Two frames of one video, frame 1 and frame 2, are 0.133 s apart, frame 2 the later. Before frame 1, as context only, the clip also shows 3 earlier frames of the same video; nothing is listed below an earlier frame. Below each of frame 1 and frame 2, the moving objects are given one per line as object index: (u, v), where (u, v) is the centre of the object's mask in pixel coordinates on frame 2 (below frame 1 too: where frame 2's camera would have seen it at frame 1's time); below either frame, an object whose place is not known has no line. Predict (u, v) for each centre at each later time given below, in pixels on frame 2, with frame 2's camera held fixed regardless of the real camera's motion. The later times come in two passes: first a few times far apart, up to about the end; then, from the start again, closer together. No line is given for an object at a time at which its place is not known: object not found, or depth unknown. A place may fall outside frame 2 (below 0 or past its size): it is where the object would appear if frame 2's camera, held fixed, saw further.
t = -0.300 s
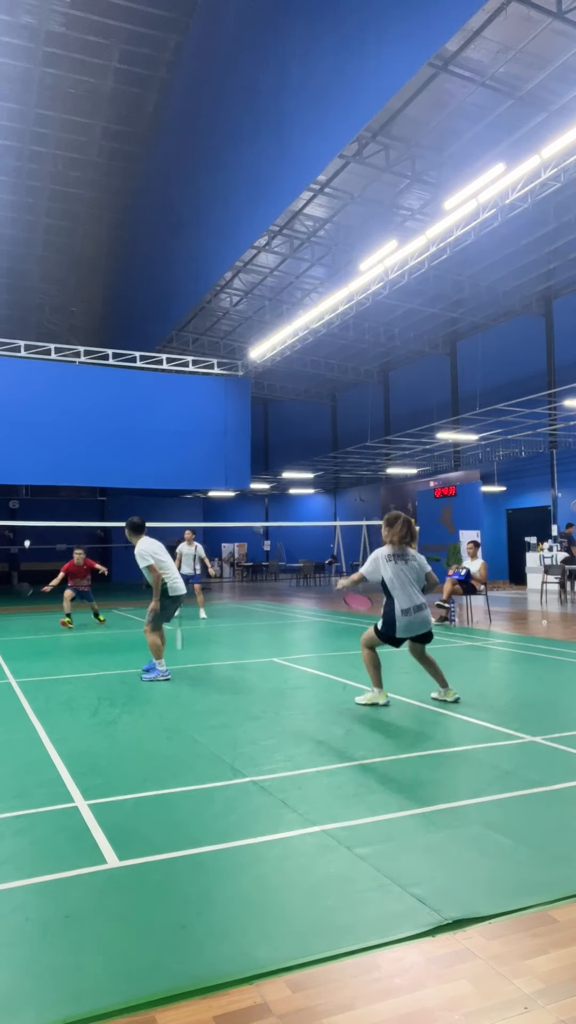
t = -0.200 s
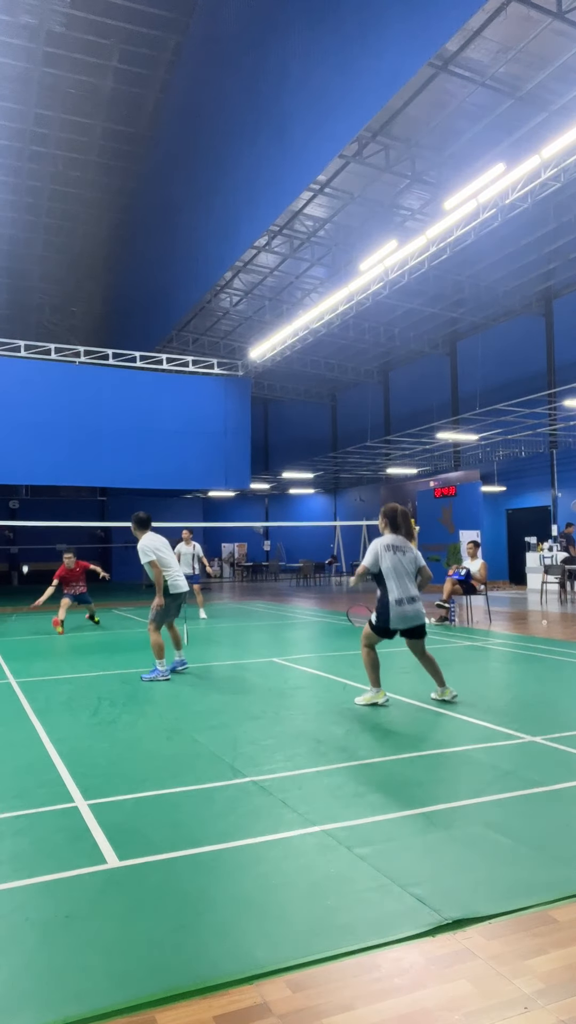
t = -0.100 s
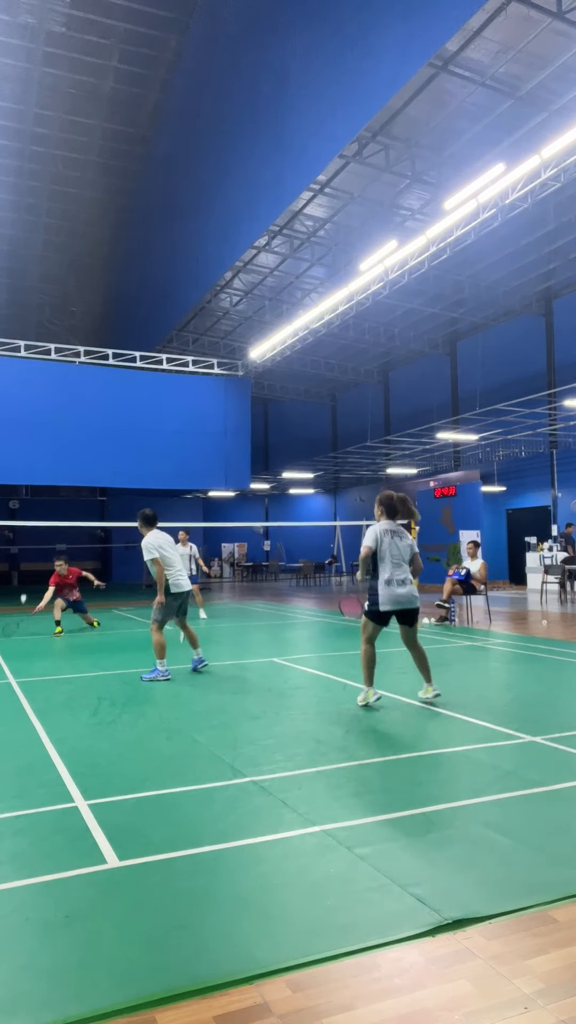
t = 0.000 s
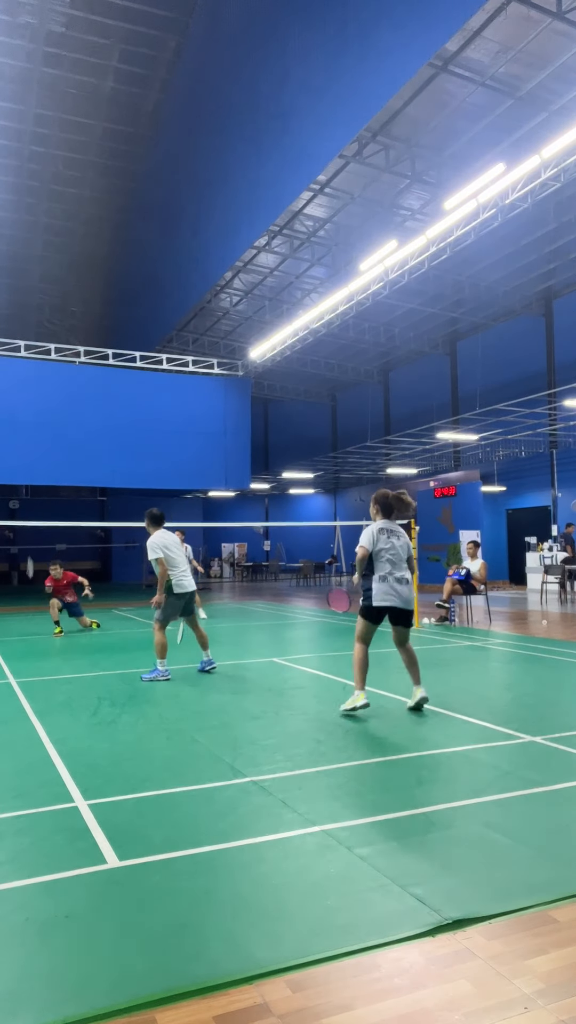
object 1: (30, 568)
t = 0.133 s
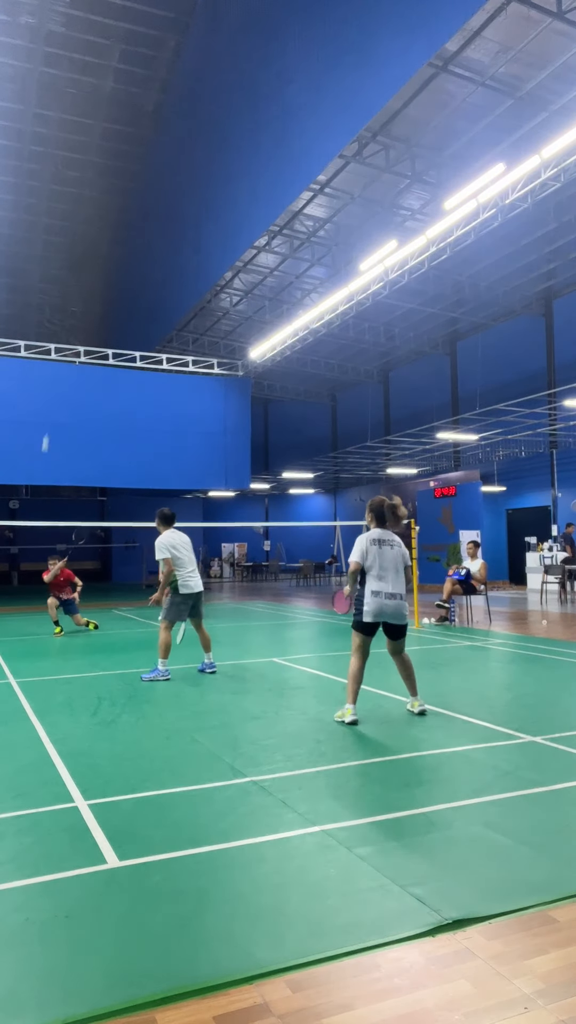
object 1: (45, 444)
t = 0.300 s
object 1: (64, 326)
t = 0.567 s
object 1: (94, 194)
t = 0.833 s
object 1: (123, 131)
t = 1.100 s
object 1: (150, 163)
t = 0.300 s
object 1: (64, 326)
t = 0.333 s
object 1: (68, 306)
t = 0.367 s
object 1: (72, 287)
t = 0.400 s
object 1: (75, 268)
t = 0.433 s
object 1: (79, 251)
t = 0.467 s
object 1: (83, 236)
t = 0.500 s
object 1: (86, 221)
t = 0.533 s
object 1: (90, 207)
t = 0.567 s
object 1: (94, 194)
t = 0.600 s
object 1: (98, 182)
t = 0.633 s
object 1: (101, 172)
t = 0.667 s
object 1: (105, 162)
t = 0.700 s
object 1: (109, 153)
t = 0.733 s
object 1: (112, 146)
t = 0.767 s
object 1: (116, 140)
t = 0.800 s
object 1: (119, 135)
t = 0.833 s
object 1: (123, 131)
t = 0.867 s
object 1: (126, 129)
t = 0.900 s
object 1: (130, 129)
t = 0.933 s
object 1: (133, 130)
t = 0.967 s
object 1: (136, 133)
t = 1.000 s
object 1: (140, 137)
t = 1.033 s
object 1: (143, 144)
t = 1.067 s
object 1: (146, 153)
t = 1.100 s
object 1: (150, 163)
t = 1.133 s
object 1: (153, 176)
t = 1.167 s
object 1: (156, 190)
